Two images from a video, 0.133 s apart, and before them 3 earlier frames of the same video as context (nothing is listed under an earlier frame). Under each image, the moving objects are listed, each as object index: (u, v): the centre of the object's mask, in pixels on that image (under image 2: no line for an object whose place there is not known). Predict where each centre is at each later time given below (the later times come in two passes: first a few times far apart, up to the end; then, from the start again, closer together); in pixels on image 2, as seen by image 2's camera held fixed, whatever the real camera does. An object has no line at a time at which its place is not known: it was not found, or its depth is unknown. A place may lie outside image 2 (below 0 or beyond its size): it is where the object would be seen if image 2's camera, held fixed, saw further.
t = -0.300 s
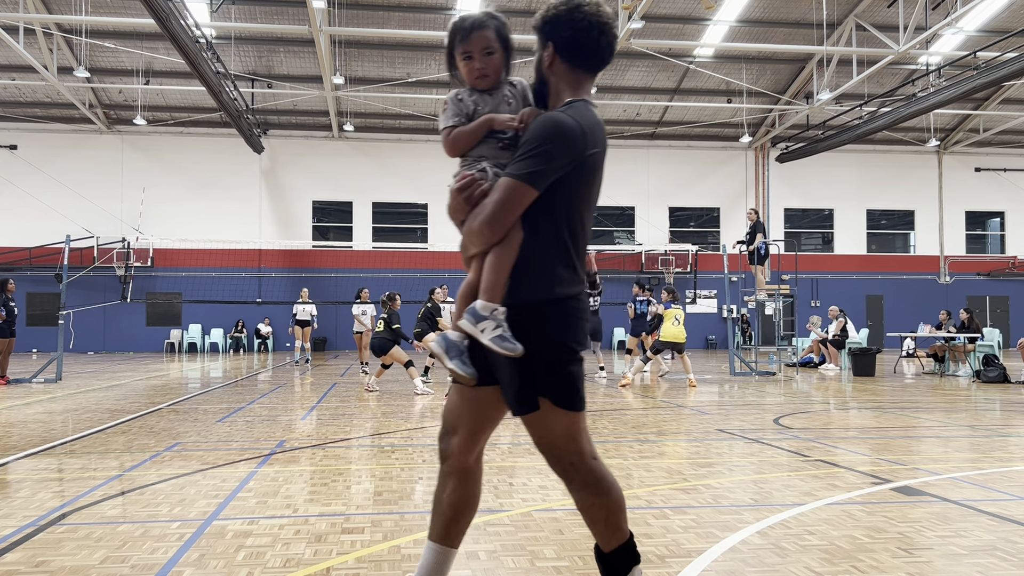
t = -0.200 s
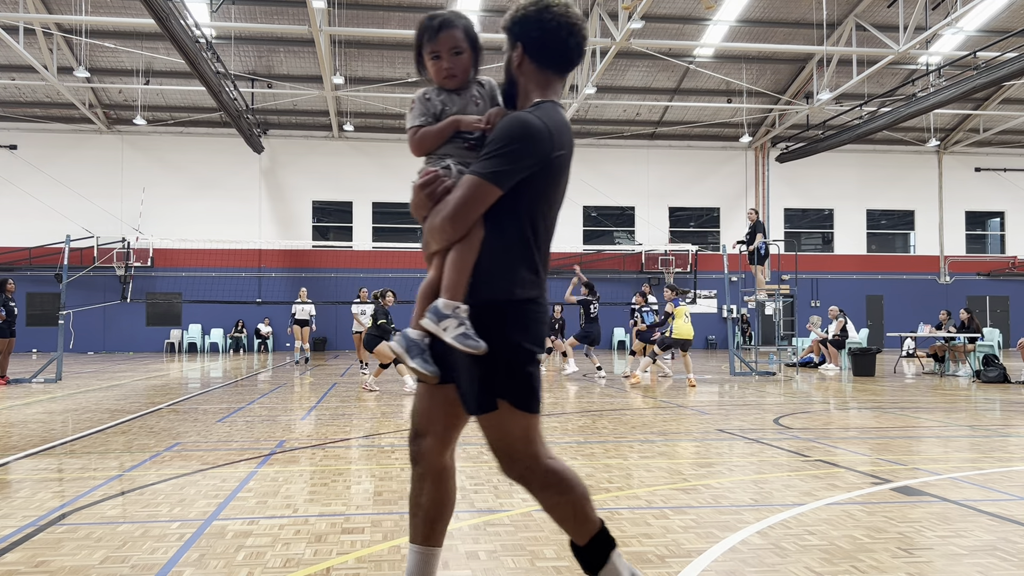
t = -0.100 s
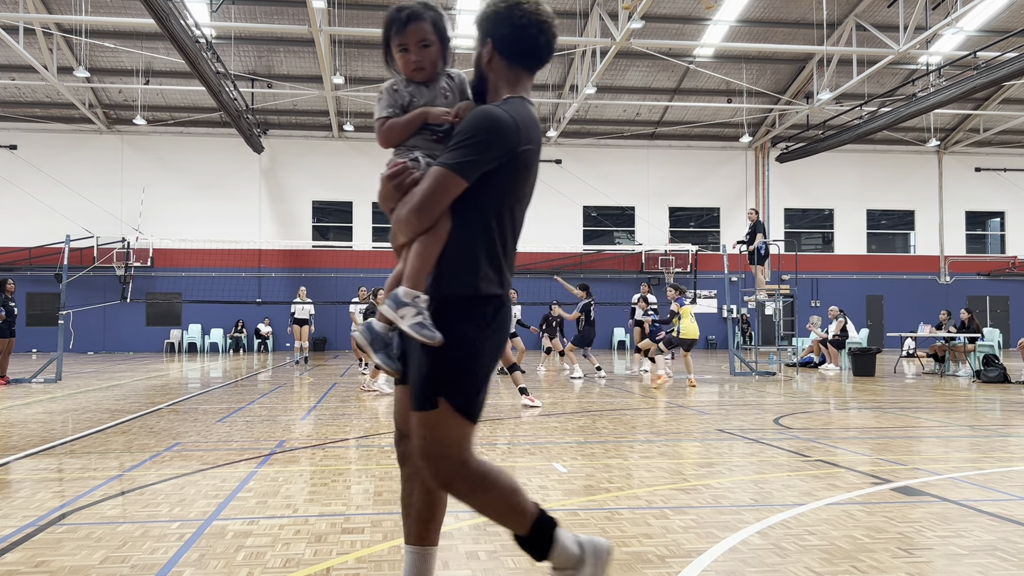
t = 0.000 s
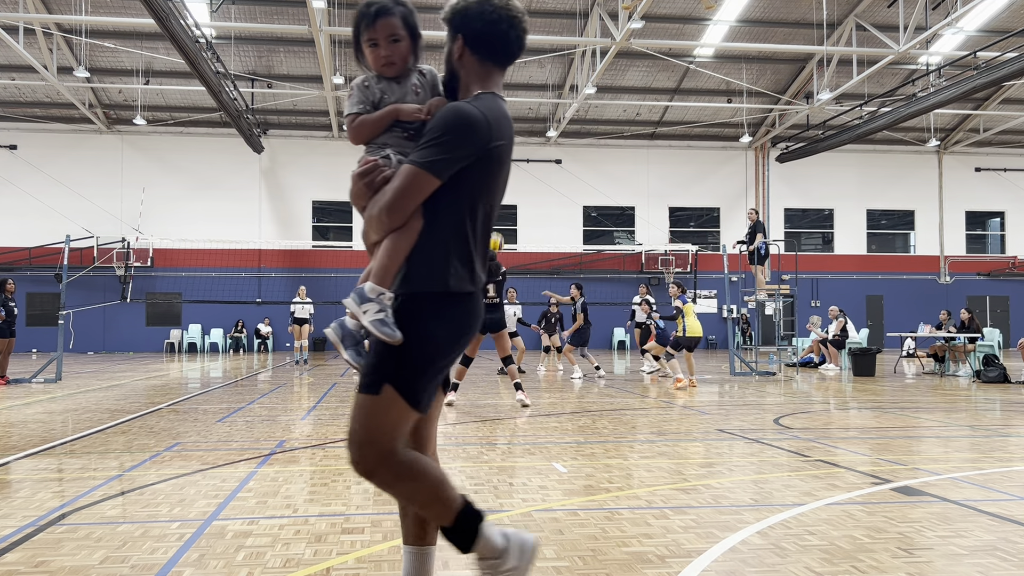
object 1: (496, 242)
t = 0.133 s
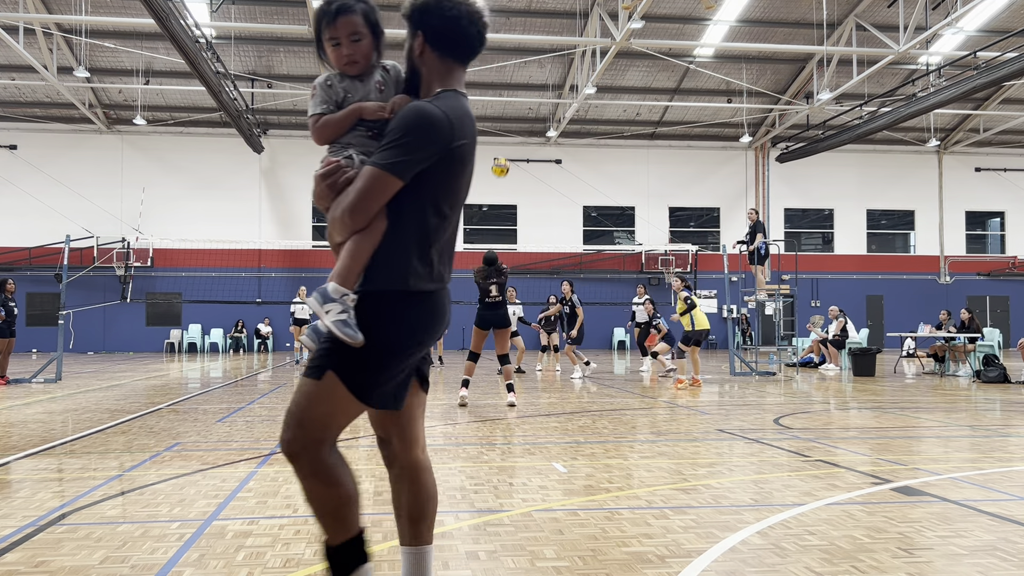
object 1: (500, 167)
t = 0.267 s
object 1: (505, 109)
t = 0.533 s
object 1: (515, 41)
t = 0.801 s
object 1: (524, 32)
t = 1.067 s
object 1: (533, 80)
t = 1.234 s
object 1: (539, 137)
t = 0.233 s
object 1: (504, 122)
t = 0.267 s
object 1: (505, 109)
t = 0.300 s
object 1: (506, 97)
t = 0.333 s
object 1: (508, 86)
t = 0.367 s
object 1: (508, 75)
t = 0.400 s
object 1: (510, 67)
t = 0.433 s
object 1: (511, 58)
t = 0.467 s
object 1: (512, 51)
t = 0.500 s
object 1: (513, 46)
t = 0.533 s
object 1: (515, 41)
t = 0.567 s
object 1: (516, 36)
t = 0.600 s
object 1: (517, 32)
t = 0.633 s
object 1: (518, 30)
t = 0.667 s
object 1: (519, 29)
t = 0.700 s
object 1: (520, 28)
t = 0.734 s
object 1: (522, 28)
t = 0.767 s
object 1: (523, 29)
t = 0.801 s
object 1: (524, 32)
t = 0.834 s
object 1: (525, 34)
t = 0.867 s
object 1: (526, 39)
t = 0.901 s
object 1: (528, 44)
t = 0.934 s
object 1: (529, 49)
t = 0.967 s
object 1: (530, 55)
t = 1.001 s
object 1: (531, 62)
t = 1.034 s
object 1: (532, 70)
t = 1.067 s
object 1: (533, 80)
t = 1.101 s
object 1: (534, 89)
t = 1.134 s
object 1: (536, 100)
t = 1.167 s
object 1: (537, 112)
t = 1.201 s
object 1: (538, 125)
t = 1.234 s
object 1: (539, 137)
